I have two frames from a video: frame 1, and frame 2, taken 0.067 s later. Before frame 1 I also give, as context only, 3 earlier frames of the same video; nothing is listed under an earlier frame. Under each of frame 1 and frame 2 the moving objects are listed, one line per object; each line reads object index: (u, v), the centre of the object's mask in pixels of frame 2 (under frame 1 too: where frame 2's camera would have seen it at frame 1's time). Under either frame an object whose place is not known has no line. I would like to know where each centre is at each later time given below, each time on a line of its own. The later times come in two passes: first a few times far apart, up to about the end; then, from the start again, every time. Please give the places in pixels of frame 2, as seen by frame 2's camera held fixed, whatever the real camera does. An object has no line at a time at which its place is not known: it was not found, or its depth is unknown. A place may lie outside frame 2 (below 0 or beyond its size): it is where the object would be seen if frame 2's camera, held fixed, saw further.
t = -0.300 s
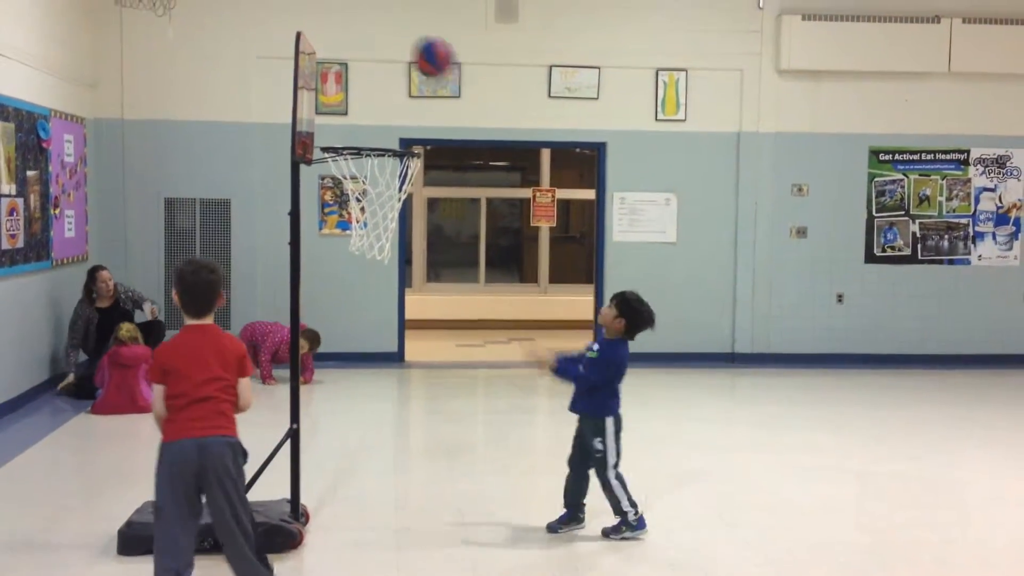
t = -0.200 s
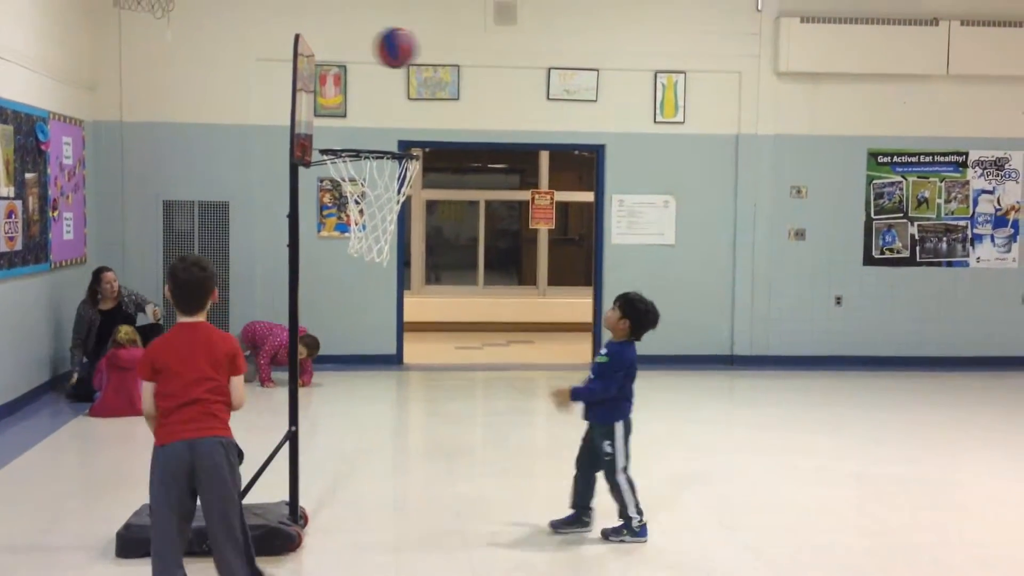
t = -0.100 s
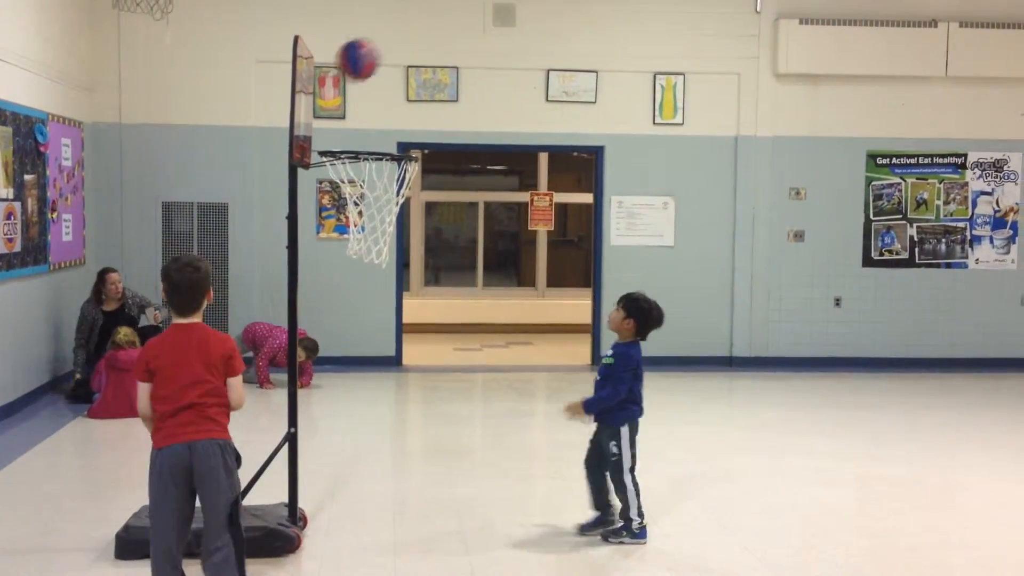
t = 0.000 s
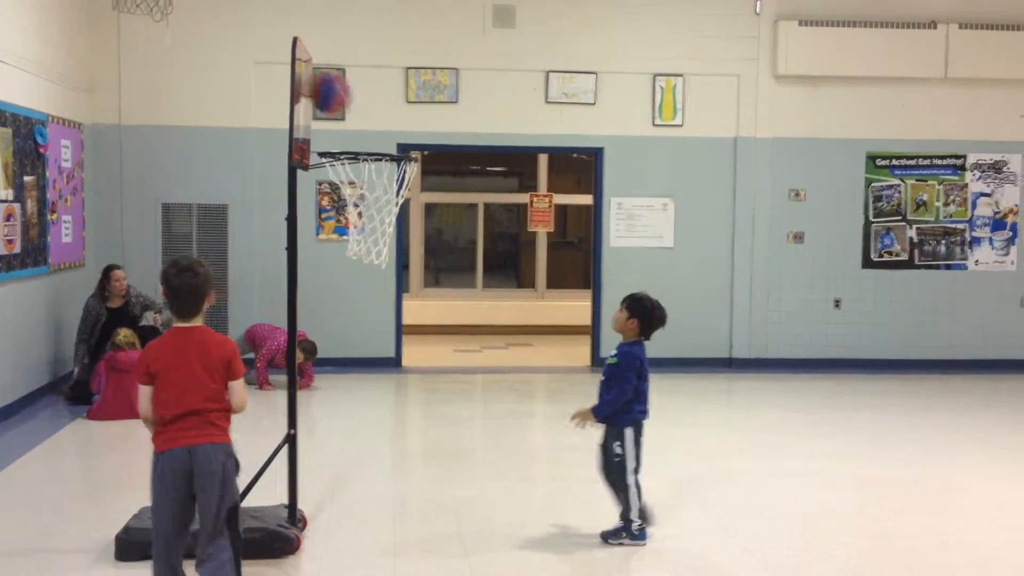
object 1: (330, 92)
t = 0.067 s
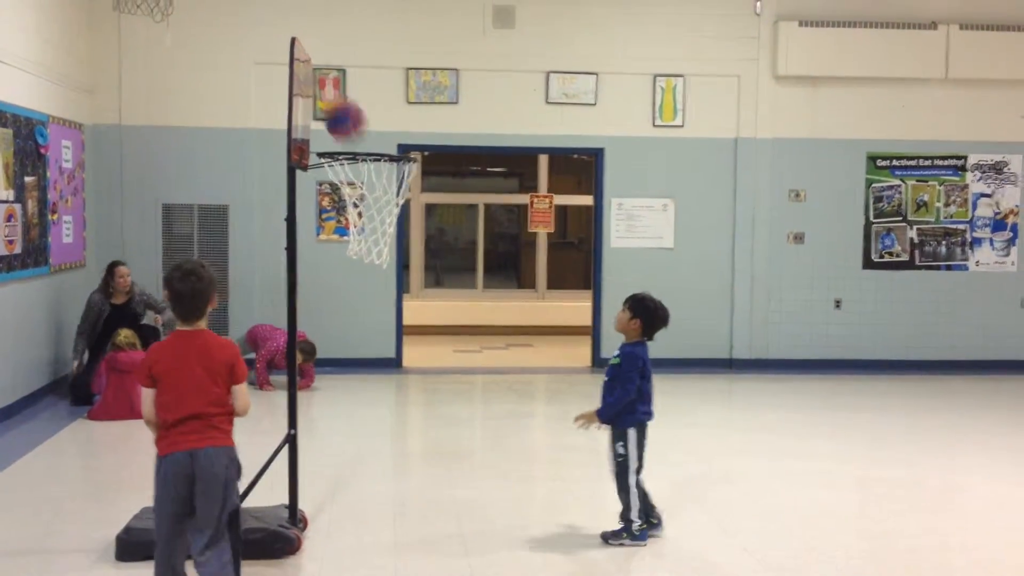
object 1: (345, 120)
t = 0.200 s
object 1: (373, 197)
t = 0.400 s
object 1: (408, 358)
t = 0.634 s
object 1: (441, 442)
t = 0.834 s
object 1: (469, 311)
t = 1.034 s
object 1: (496, 263)
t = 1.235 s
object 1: (522, 303)
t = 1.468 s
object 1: (551, 484)
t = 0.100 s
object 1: (351, 135)
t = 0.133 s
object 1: (360, 146)
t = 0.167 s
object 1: (367, 176)
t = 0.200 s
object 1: (373, 197)
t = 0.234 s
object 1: (378, 223)
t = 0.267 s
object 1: (388, 247)
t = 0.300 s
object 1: (390, 271)
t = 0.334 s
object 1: (396, 294)
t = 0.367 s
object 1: (401, 324)
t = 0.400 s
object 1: (408, 358)
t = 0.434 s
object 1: (412, 393)
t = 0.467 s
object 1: (416, 428)
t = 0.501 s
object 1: (422, 470)
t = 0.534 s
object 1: (427, 511)
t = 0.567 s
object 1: (432, 502)
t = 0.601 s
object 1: (436, 469)
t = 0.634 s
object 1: (441, 442)
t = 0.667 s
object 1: (444, 414)
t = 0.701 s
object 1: (449, 390)
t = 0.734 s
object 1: (453, 368)
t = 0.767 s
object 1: (459, 345)
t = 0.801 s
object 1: (464, 327)
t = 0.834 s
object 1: (469, 311)
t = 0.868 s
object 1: (473, 295)
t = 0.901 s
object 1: (478, 284)
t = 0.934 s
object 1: (484, 275)
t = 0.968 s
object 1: (487, 269)
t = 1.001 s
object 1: (492, 265)
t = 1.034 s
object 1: (496, 263)
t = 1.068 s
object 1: (500, 263)
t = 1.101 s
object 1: (505, 266)
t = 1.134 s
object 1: (509, 271)
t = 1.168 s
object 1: (513, 278)
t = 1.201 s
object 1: (517, 289)
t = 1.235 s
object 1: (522, 303)
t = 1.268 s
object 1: (527, 323)
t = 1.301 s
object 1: (530, 341)
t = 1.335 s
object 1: (535, 365)
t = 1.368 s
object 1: (538, 389)
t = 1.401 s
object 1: (543, 418)
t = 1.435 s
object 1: (547, 450)
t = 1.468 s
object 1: (551, 484)
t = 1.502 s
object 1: (555, 514)
